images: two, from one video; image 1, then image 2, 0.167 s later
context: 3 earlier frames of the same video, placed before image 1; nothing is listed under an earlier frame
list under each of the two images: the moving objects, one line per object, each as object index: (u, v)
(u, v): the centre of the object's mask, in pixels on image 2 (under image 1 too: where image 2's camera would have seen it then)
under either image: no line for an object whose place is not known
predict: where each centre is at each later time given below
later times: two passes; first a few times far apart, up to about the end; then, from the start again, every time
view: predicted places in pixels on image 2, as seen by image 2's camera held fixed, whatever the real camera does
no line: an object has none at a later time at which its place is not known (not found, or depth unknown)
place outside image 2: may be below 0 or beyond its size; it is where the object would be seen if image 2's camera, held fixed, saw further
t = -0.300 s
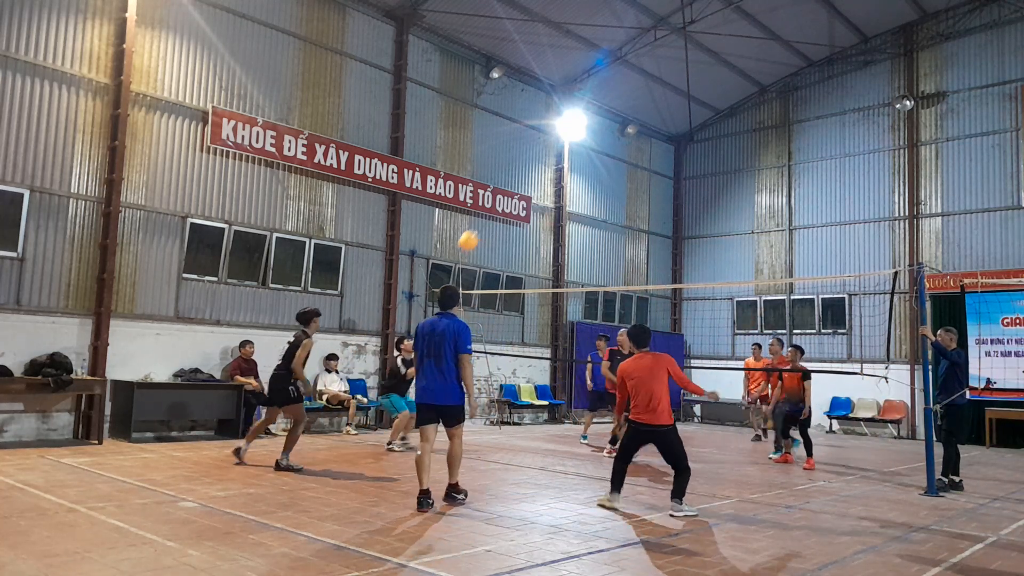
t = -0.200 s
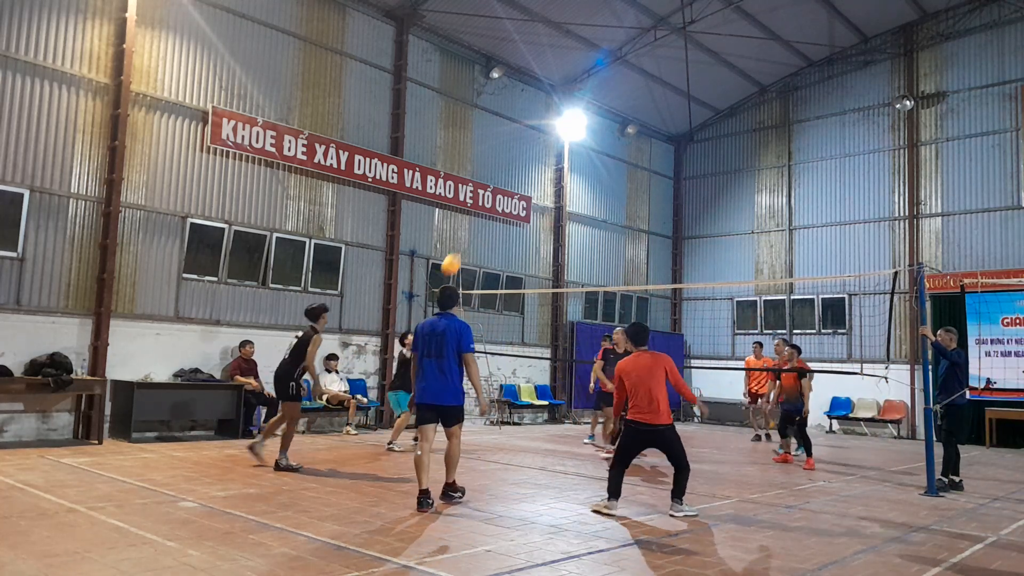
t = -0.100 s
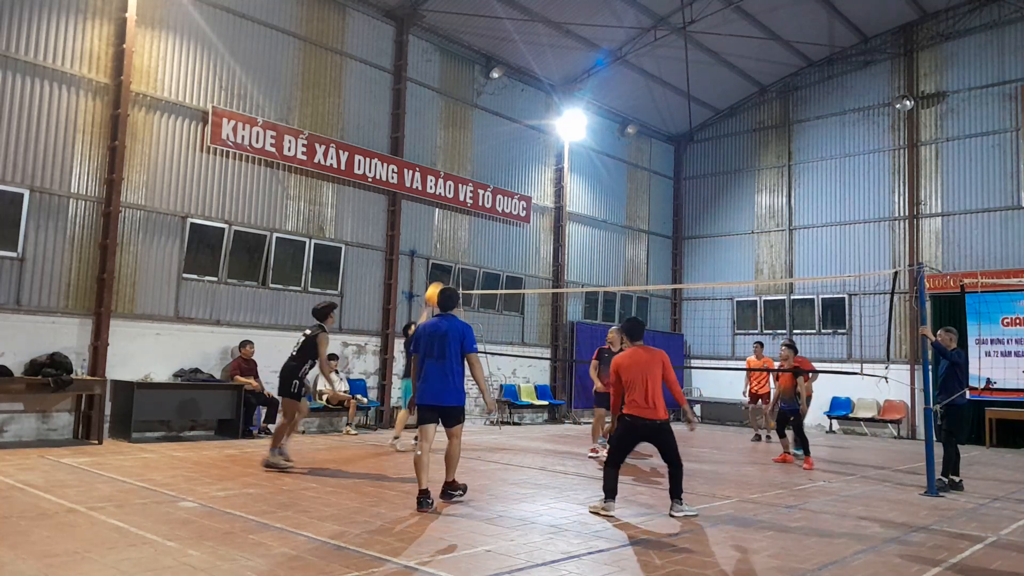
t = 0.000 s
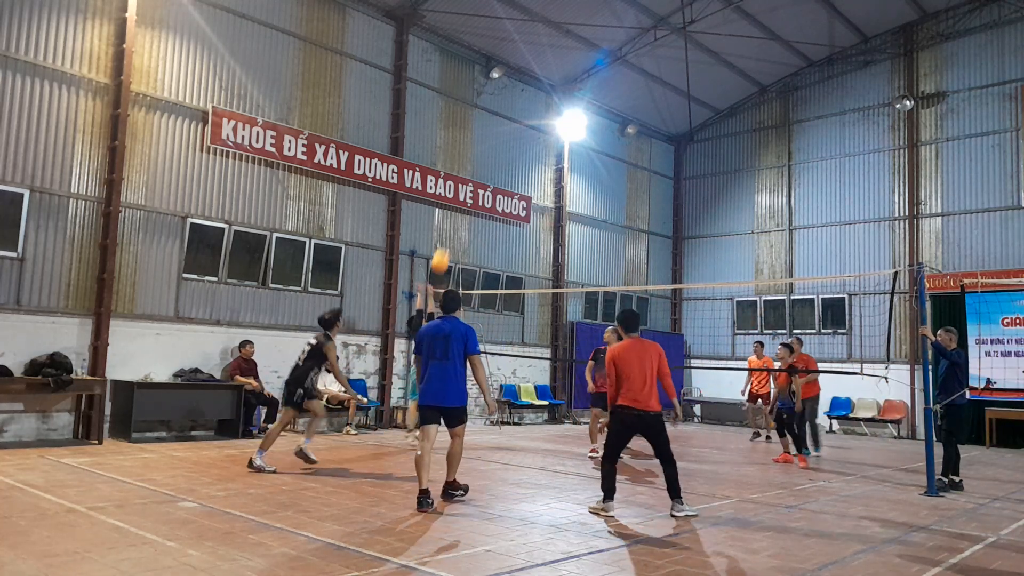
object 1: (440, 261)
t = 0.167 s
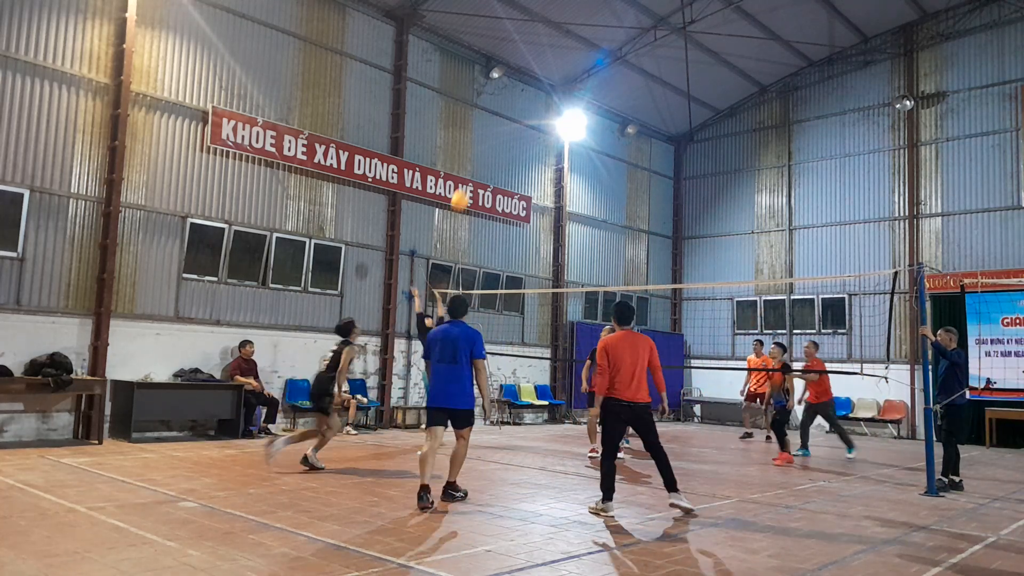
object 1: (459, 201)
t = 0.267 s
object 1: (470, 173)
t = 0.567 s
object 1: (499, 137)
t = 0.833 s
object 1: (522, 159)
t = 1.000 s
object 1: (535, 202)
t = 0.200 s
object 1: (464, 189)
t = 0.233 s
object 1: (467, 180)
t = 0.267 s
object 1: (470, 173)
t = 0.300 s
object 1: (474, 165)
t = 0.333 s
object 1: (477, 159)
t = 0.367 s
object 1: (480, 153)
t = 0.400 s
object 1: (483, 149)
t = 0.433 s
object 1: (486, 145)
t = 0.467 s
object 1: (490, 142)
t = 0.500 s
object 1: (493, 139)
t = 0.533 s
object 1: (496, 137)
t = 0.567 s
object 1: (499, 137)
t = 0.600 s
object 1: (502, 137)
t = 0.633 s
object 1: (505, 138)
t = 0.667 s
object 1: (508, 139)
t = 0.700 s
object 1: (511, 142)
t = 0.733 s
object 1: (514, 145)
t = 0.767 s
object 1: (516, 149)
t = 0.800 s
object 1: (519, 154)
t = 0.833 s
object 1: (522, 159)
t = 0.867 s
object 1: (524, 165)
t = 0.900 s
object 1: (527, 173)
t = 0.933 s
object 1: (529, 181)
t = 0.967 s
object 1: (532, 191)
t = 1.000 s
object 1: (535, 202)
